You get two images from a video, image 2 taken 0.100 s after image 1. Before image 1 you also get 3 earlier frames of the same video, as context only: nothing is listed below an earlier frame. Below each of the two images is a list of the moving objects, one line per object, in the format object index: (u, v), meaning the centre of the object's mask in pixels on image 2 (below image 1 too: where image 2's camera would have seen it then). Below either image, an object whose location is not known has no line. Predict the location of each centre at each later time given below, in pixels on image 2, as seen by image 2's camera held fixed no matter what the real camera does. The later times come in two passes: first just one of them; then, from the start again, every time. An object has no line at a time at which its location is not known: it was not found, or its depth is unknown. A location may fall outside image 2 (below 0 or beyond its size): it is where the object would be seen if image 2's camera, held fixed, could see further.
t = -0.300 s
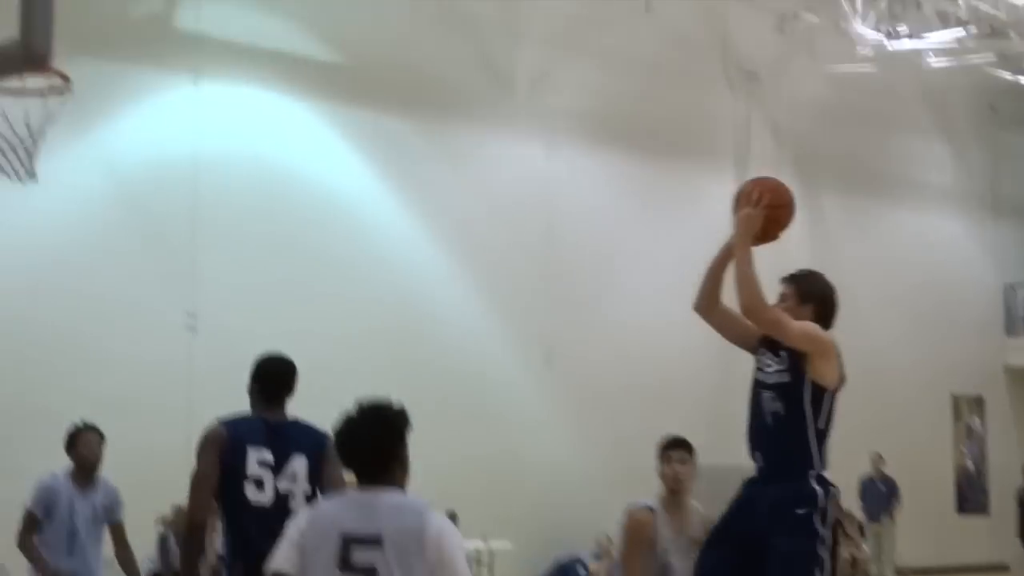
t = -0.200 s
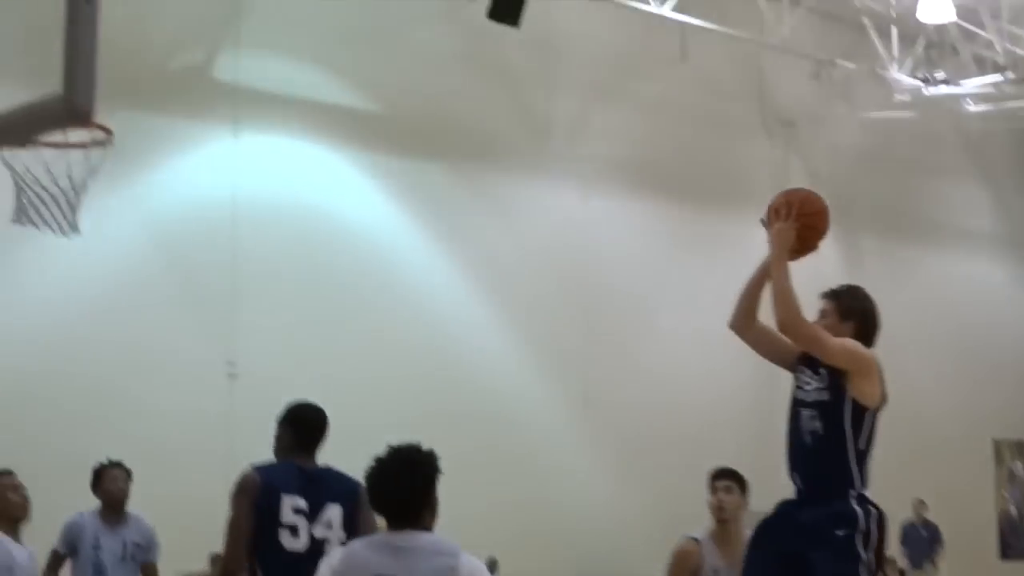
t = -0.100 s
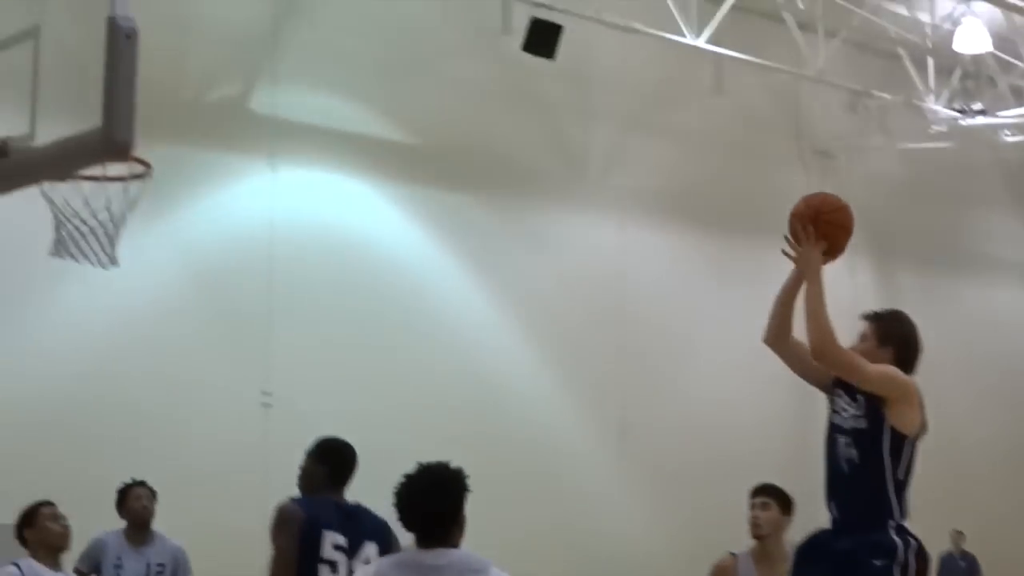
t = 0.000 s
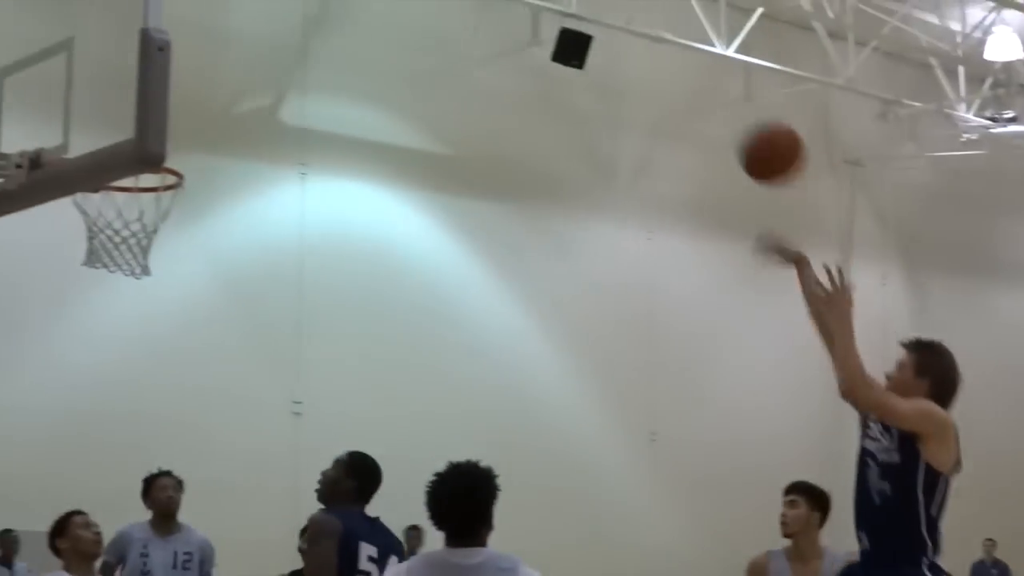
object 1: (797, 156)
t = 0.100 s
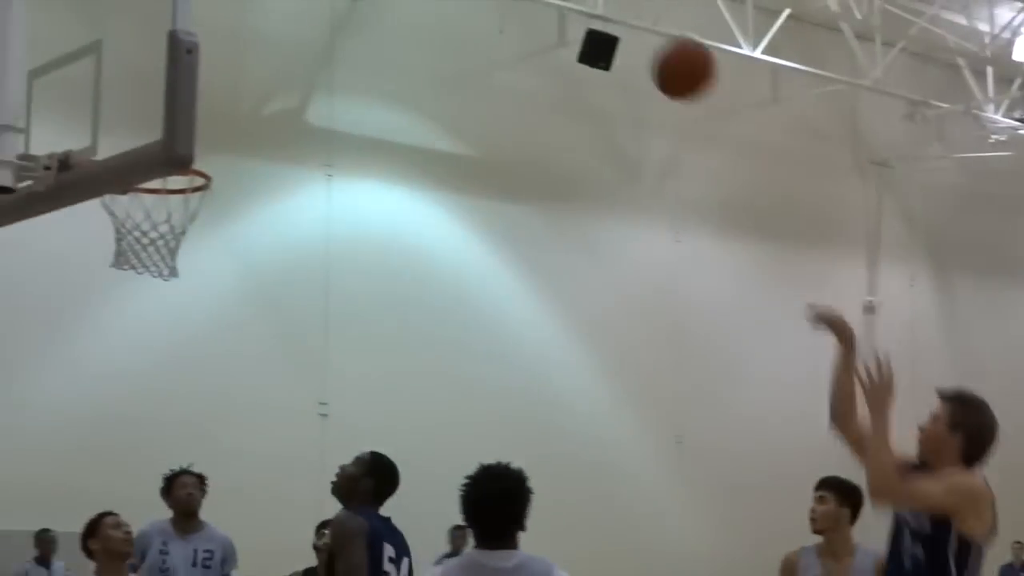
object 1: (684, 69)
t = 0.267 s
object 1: (501, -3)
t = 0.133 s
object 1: (647, 46)
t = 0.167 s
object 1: (611, 25)
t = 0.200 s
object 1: (573, 14)
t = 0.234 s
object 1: (536, 5)
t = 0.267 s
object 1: (501, -3)
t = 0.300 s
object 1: (469, -10)
